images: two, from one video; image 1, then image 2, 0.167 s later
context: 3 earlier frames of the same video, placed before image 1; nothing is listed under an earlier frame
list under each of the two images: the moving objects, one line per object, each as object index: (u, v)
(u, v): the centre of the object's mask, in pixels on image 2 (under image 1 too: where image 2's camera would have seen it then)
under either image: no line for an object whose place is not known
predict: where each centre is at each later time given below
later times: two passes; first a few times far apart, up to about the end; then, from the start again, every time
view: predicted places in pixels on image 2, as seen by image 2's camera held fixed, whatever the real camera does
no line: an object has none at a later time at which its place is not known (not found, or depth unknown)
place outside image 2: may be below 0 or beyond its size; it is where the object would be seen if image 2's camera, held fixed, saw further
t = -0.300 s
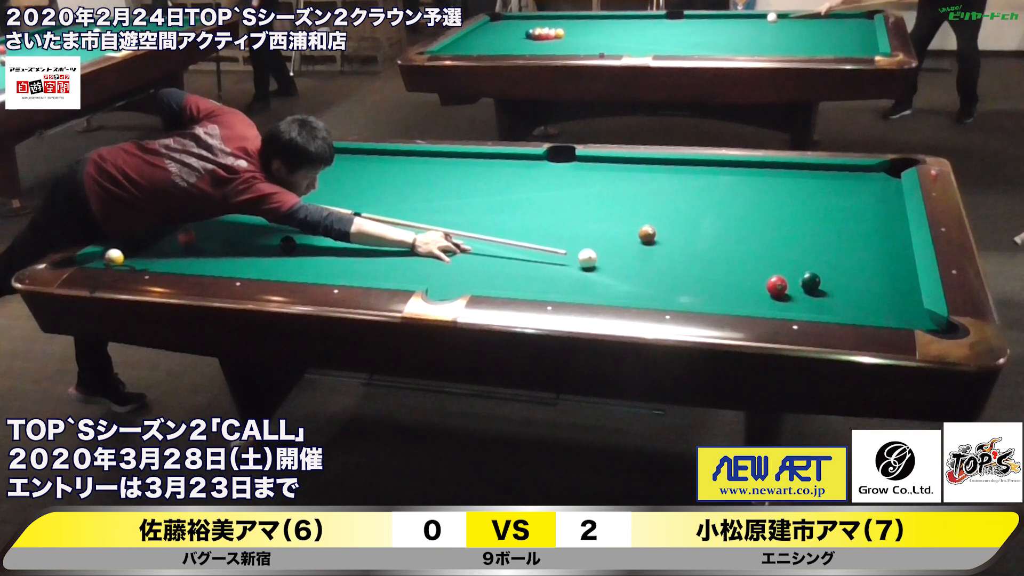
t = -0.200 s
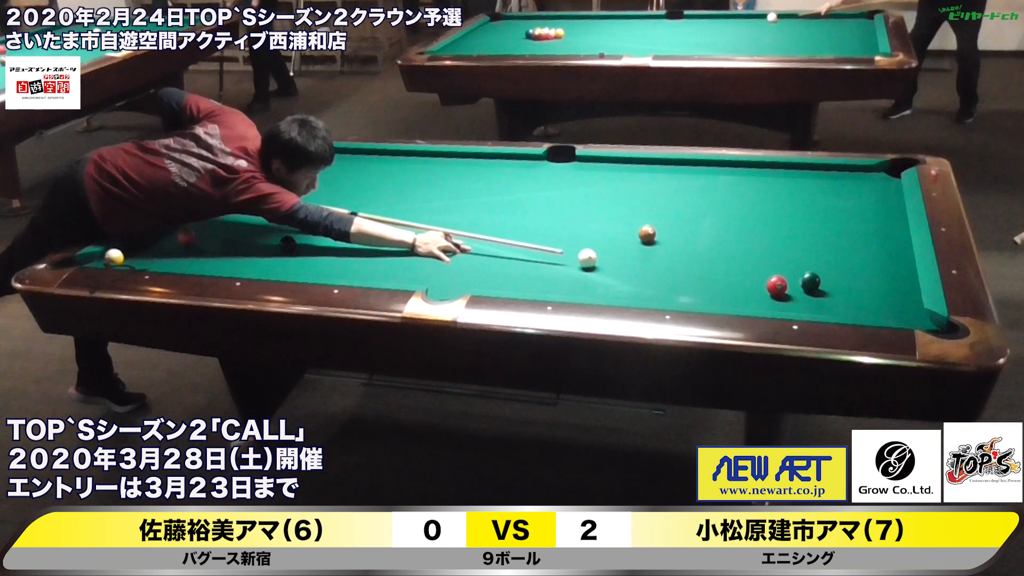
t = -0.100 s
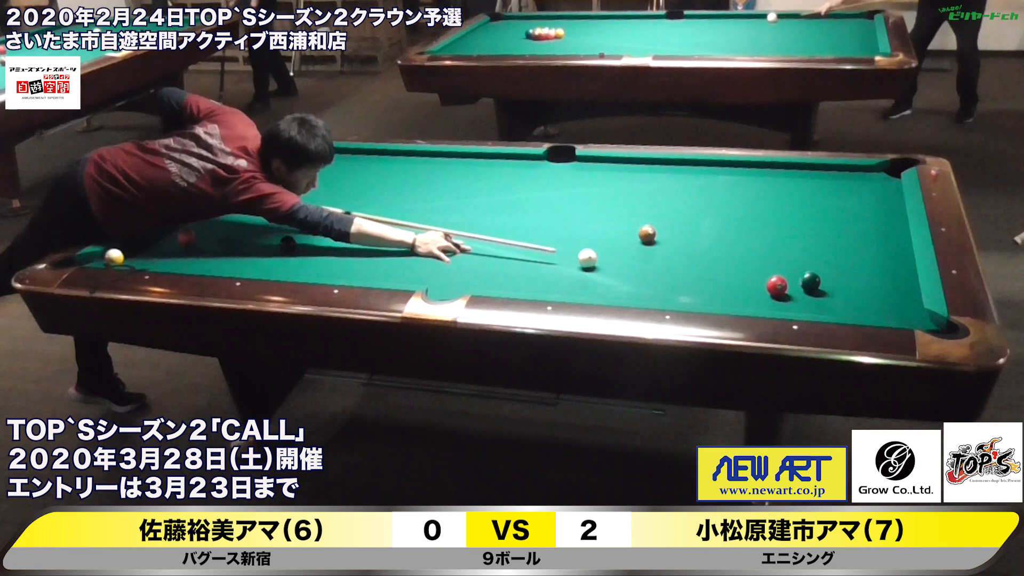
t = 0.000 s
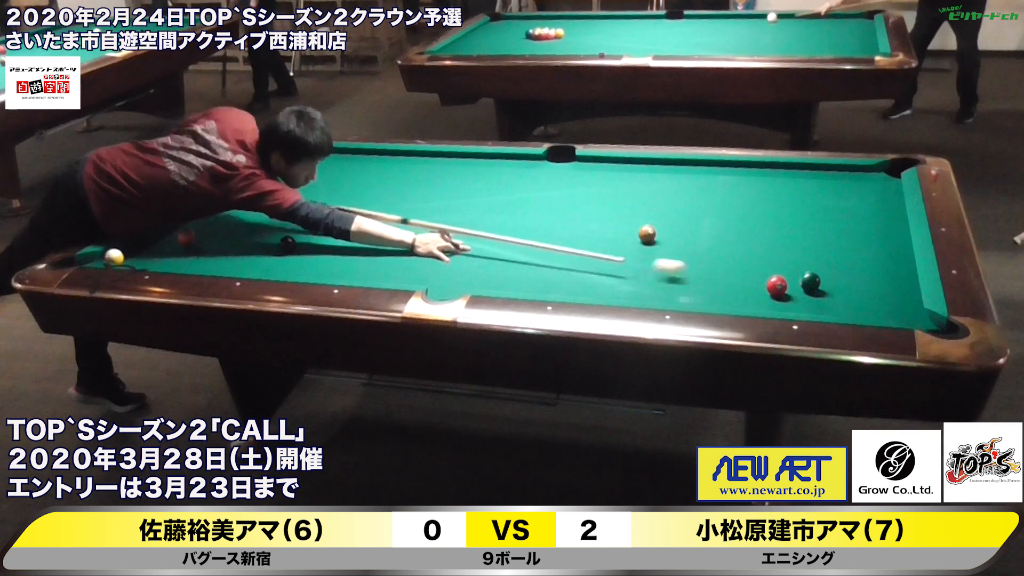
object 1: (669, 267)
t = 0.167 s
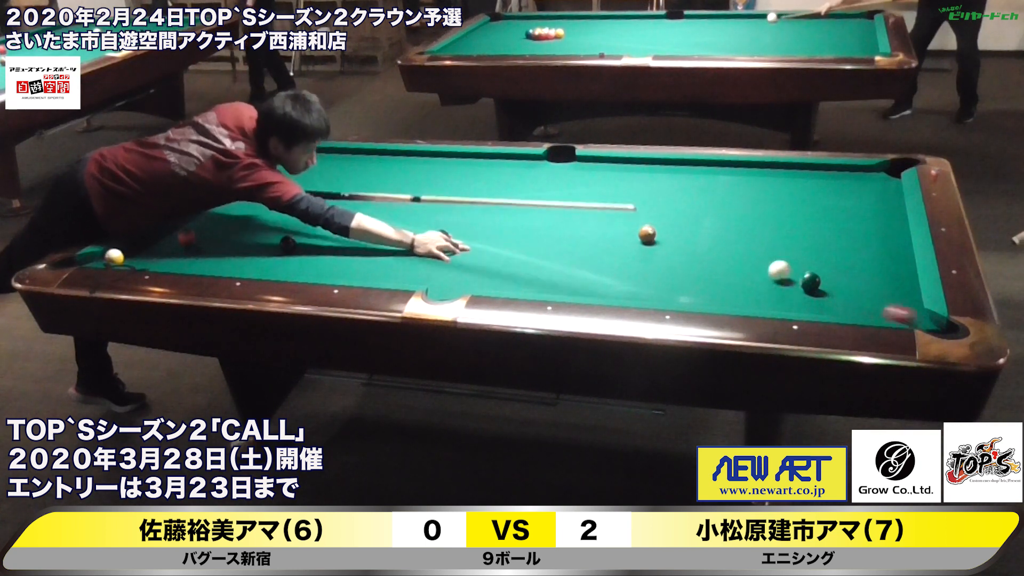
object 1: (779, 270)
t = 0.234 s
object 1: (796, 265)
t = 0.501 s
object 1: (879, 250)
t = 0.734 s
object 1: (877, 237)
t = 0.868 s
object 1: (856, 229)
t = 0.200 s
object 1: (787, 268)
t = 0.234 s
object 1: (796, 265)
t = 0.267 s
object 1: (805, 262)
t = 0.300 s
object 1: (816, 261)
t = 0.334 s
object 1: (826, 259)
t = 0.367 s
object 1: (837, 257)
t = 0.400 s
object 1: (848, 256)
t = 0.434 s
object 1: (858, 254)
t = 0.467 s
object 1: (869, 252)
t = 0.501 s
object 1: (879, 250)
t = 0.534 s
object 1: (889, 249)
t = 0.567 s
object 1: (899, 247)
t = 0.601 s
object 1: (900, 245)
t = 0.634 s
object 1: (893, 243)
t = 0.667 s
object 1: (888, 241)
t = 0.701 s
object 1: (882, 239)
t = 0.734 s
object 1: (877, 237)
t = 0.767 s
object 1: (872, 235)
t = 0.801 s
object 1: (866, 233)
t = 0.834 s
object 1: (861, 231)
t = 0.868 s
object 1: (856, 229)
